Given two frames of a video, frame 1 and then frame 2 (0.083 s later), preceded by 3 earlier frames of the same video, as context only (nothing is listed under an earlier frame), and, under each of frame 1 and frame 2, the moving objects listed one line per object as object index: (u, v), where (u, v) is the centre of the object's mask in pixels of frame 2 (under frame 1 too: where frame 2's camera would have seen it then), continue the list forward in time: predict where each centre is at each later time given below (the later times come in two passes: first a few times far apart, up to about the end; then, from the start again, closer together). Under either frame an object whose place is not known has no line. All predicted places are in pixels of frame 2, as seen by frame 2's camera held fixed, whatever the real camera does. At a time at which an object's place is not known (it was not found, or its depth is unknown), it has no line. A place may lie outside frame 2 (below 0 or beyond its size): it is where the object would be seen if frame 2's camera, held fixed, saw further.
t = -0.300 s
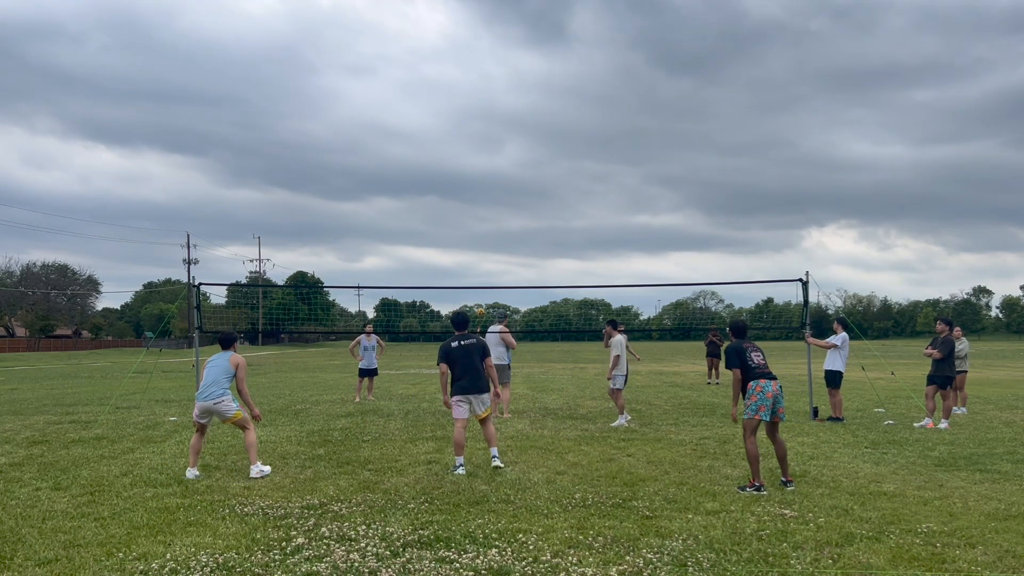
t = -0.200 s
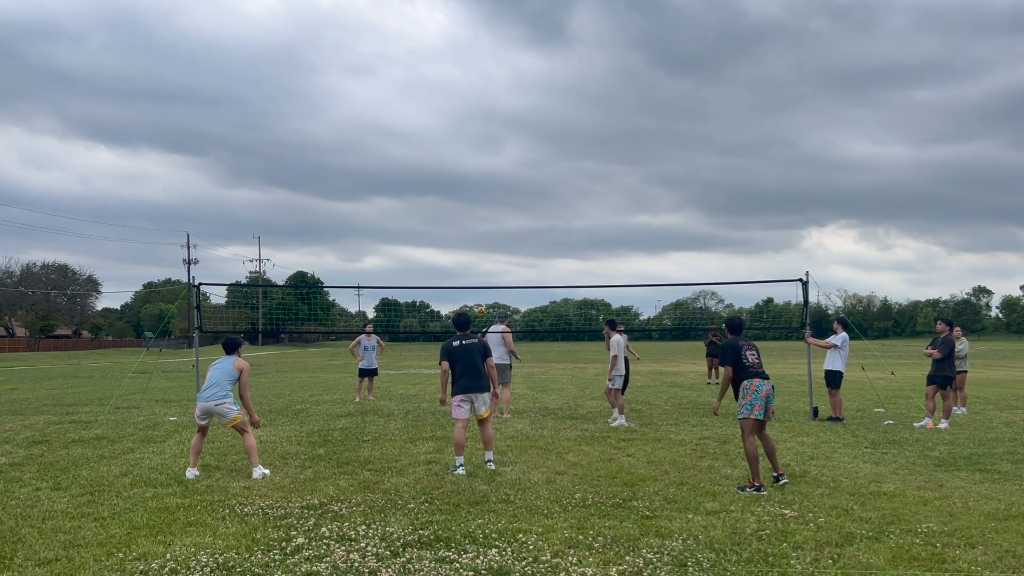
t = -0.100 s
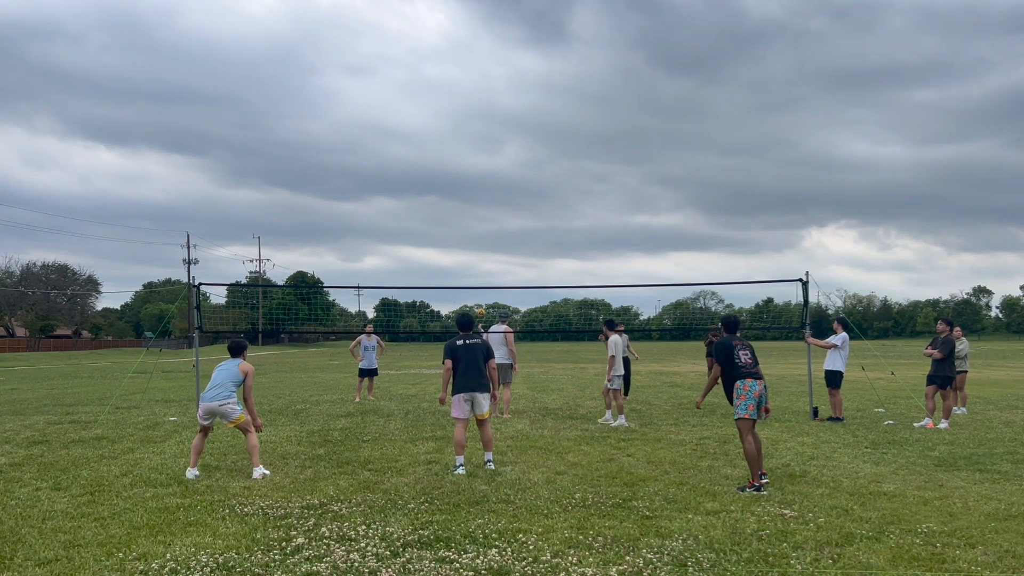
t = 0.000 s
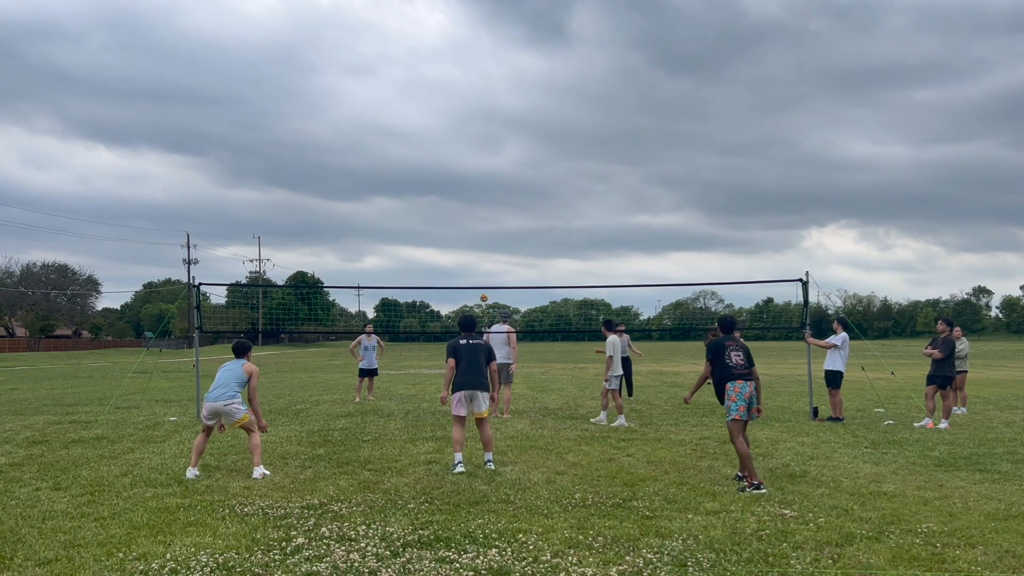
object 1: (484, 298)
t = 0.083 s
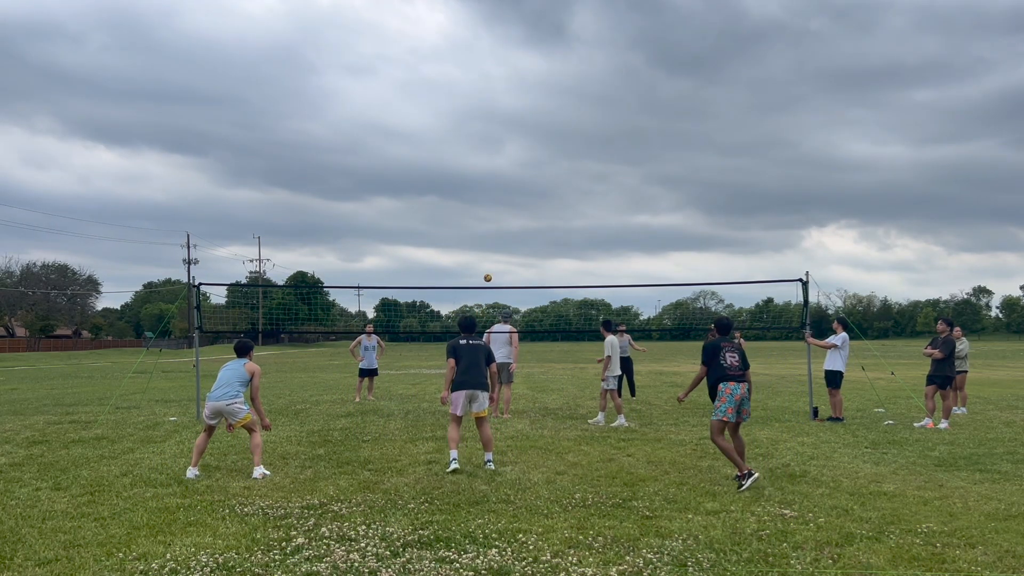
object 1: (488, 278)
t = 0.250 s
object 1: (497, 240)
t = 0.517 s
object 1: (518, 189)
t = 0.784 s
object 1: (544, 161)
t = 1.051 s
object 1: (583, 167)
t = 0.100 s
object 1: (488, 274)
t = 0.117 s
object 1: (489, 270)
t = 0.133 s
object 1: (490, 266)
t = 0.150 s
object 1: (491, 262)
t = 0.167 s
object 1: (492, 258)
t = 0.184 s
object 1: (493, 255)
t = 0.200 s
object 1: (494, 251)
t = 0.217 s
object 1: (495, 247)
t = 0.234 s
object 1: (496, 243)
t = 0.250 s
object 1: (497, 240)
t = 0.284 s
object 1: (499, 233)
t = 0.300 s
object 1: (500, 229)
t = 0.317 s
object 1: (501, 226)
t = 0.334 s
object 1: (502, 223)
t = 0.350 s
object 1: (504, 219)
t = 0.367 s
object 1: (505, 216)
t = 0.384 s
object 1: (506, 213)
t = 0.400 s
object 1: (508, 210)
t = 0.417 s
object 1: (509, 207)
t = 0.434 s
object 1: (511, 204)
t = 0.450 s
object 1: (512, 201)
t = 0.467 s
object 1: (514, 198)
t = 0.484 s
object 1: (515, 195)
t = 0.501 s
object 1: (517, 192)
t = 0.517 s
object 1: (518, 189)
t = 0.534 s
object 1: (519, 186)
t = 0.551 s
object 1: (521, 184)
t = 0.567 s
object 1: (522, 181)
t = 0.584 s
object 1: (524, 179)
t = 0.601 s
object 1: (525, 177)
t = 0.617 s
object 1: (527, 175)
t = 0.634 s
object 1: (528, 173)
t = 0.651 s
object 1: (530, 171)
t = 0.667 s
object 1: (531, 169)
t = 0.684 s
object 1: (533, 168)
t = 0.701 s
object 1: (535, 166)
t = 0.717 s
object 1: (537, 165)
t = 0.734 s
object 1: (538, 164)
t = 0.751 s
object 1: (540, 163)
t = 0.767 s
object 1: (542, 161)
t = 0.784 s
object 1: (544, 161)
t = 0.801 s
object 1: (546, 160)
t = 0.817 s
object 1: (549, 159)
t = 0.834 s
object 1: (551, 158)
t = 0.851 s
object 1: (553, 158)
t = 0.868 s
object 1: (555, 158)
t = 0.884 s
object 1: (557, 157)
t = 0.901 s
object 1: (560, 157)
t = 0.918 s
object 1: (562, 157)
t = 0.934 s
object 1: (564, 158)
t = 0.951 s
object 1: (567, 159)
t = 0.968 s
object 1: (569, 159)
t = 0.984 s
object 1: (572, 160)
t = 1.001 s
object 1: (574, 162)
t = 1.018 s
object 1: (577, 163)
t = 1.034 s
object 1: (580, 165)
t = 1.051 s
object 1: (583, 167)
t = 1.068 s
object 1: (586, 169)
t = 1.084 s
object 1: (589, 171)
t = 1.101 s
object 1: (592, 174)
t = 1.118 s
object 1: (596, 177)
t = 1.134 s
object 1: (599, 180)
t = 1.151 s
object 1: (603, 184)
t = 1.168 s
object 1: (606, 188)
